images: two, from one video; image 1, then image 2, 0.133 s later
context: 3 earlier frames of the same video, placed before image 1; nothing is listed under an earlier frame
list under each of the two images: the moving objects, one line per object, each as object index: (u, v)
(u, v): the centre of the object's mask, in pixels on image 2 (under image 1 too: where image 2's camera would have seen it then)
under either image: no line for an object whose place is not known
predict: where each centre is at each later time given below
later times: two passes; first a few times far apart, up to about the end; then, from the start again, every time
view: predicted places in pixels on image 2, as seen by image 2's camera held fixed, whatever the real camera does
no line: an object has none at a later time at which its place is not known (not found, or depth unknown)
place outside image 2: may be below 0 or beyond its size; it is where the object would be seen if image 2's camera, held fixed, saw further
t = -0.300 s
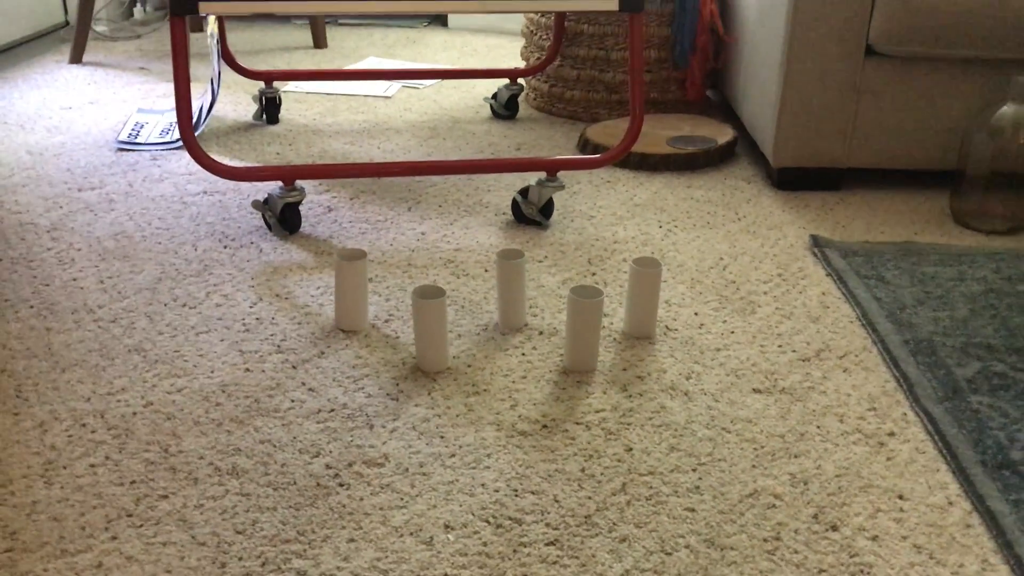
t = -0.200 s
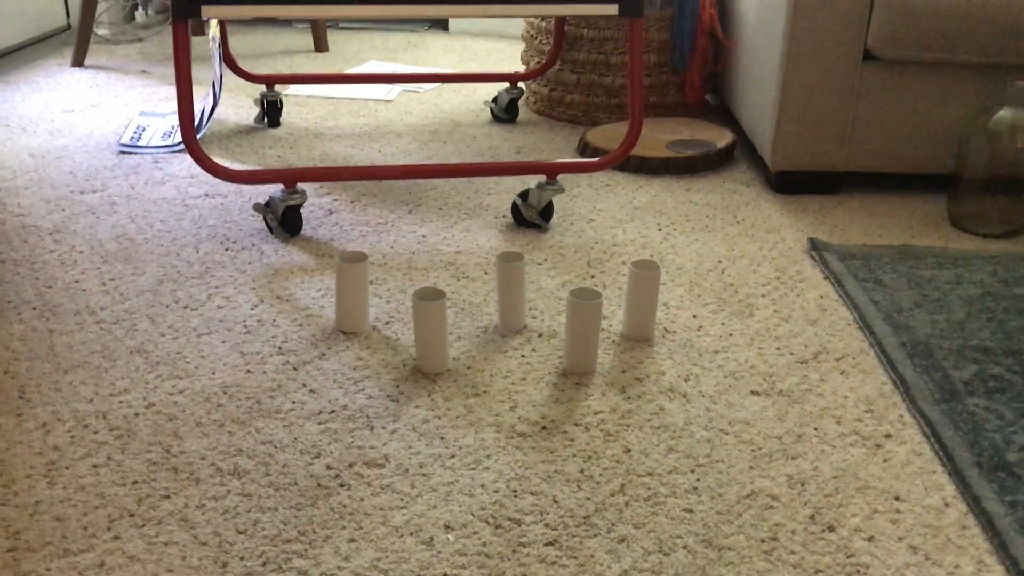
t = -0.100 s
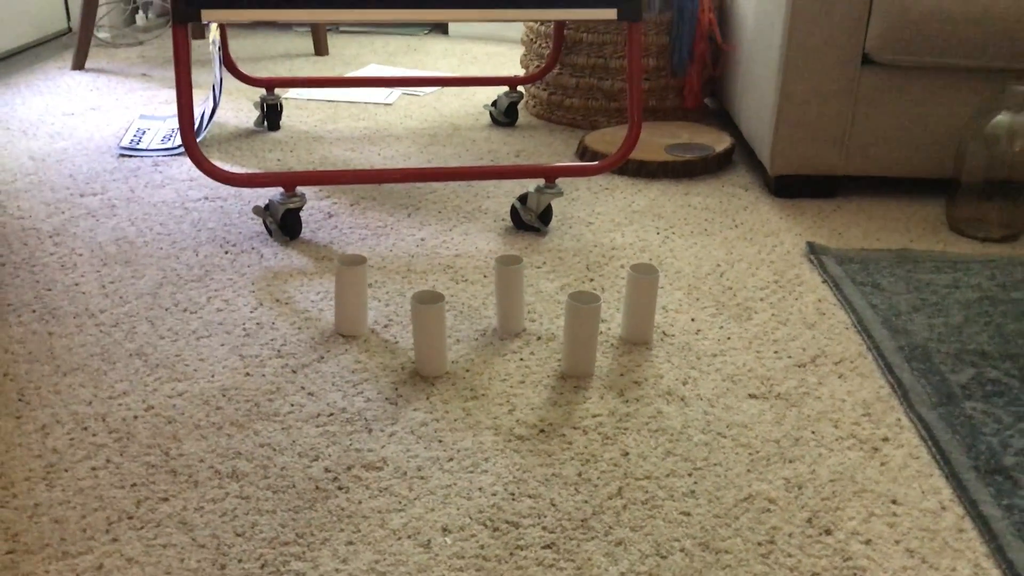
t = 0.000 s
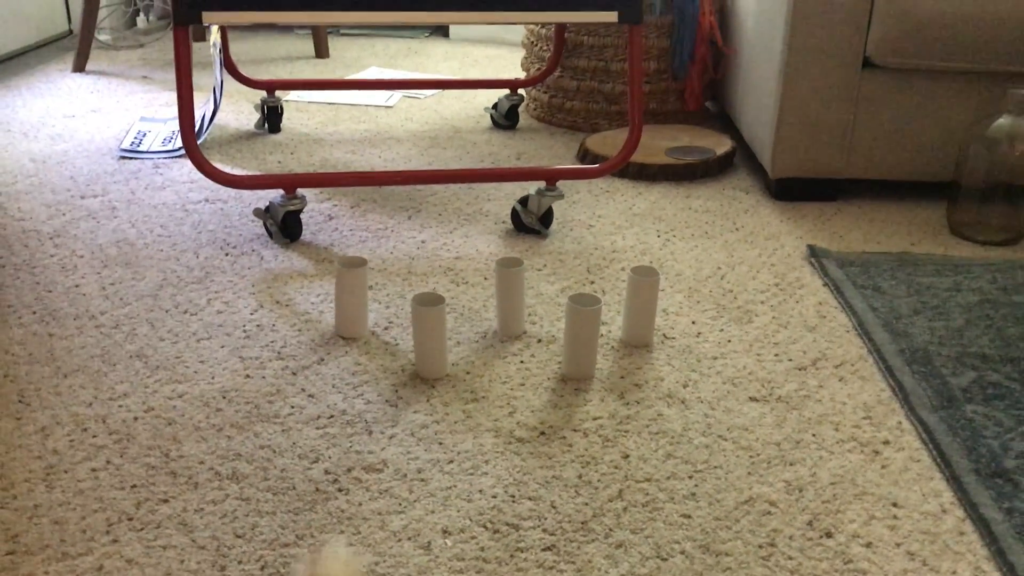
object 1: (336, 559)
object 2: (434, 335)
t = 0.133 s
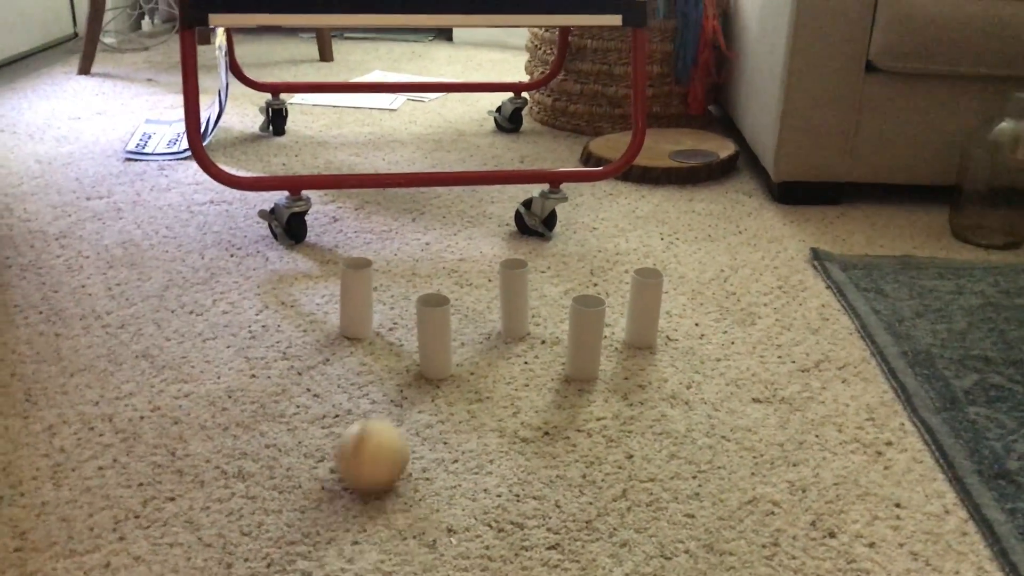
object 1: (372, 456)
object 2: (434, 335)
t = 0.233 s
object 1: (392, 377)
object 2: (435, 334)
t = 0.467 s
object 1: (423, 275)
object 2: (494, 323)
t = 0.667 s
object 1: (445, 221)
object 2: (503, 336)
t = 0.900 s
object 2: (503, 337)
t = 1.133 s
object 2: (503, 337)
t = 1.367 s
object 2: (502, 337)
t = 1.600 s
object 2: (502, 337)
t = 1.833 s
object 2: (502, 337)
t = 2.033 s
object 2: (502, 337)
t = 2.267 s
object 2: (502, 337)
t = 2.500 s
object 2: (502, 337)
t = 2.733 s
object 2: (502, 337)
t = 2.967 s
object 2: (502, 337)
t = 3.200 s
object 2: (502, 337)
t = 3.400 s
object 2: (503, 337)
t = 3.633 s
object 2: (503, 337)
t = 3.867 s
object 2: (502, 337)
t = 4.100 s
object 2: (502, 337)
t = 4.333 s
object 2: (502, 337)
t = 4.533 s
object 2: (503, 337)
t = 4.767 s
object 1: (480, 119)
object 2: (503, 337)
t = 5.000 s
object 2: (503, 337)
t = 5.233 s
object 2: (503, 337)
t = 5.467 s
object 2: (503, 337)
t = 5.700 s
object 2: (503, 337)
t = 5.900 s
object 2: (503, 337)
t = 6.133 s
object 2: (503, 338)
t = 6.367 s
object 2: (503, 338)
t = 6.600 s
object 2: (503, 337)
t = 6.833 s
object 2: (503, 338)
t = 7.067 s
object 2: (503, 338)
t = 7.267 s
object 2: (503, 338)
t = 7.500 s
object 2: (502, 338)
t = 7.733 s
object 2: (502, 338)
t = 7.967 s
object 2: (503, 338)
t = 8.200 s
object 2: (503, 338)
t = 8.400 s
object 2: (502, 338)
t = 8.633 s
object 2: (503, 338)
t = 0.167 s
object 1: (380, 429)
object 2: (434, 335)
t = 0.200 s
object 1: (387, 396)
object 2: (434, 335)
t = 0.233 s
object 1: (392, 377)
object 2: (435, 334)
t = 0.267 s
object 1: (398, 366)
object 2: (435, 332)
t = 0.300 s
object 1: (404, 345)
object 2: (453, 323)
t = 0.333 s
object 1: (407, 324)
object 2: (470, 318)
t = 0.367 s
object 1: (411, 314)
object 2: (479, 312)
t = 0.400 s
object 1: (415, 304)
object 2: (482, 317)
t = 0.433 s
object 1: (419, 287)
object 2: (485, 318)
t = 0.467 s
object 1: (423, 275)
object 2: (494, 323)
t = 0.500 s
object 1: (427, 269)
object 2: (500, 331)
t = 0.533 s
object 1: (431, 258)
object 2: (501, 328)
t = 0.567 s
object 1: (434, 245)
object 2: (503, 329)
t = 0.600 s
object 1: (437, 240)
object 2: (502, 334)
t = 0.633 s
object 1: (442, 229)
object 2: (502, 334)
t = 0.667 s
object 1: (445, 221)
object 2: (503, 336)
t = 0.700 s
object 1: (448, 216)
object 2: (503, 337)
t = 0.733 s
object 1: (450, 208)
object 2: (503, 338)
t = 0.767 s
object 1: (455, 203)
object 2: (503, 339)
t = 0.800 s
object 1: (456, 201)
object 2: (503, 339)
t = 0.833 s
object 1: (458, 196)
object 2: (503, 338)
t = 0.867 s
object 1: (462, 193)
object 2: (503, 338)
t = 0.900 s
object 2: (503, 337)
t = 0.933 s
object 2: (503, 336)
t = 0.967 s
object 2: (503, 336)
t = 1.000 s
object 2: (502, 336)
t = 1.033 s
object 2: (502, 336)
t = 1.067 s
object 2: (502, 336)
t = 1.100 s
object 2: (503, 337)
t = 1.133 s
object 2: (503, 337)
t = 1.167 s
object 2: (503, 337)
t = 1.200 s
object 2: (503, 337)
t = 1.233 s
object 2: (503, 337)
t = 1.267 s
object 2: (503, 337)
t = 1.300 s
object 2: (502, 337)
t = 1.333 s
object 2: (503, 337)
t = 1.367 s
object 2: (502, 337)
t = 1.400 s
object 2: (502, 337)
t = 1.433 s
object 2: (502, 337)
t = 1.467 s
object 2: (502, 337)
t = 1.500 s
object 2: (502, 337)
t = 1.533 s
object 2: (502, 337)
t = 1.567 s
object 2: (502, 337)
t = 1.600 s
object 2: (502, 337)
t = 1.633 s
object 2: (502, 337)
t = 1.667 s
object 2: (502, 337)
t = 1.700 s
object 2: (502, 337)
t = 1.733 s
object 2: (502, 337)
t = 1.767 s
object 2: (502, 337)
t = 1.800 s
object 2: (502, 337)
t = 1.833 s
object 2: (502, 337)
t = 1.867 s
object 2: (502, 337)
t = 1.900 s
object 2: (502, 337)
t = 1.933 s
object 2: (502, 337)
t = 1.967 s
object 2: (502, 337)
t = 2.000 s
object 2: (502, 337)
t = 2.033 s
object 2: (502, 337)
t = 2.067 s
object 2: (502, 337)
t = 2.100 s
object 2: (502, 337)
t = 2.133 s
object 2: (502, 337)
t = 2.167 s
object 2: (502, 337)
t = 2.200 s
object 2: (502, 337)
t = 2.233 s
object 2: (502, 337)
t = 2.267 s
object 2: (502, 337)
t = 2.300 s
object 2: (502, 337)
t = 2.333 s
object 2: (502, 337)
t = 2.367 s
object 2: (502, 337)
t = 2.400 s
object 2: (502, 337)
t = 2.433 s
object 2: (502, 337)
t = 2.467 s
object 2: (502, 337)
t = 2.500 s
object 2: (502, 337)
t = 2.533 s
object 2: (502, 337)
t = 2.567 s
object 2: (502, 337)
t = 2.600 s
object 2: (502, 337)
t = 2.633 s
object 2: (502, 337)
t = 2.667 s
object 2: (502, 337)
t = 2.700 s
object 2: (502, 337)
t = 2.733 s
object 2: (502, 337)
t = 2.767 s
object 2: (502, 337)
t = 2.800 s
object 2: (502, 337)
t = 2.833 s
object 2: (502, 337)
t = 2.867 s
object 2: (502, 337)
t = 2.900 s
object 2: (502, 337)
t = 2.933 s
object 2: (502, 337)
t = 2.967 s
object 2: (502, 337)
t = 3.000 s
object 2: (502, 337)
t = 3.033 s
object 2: (502, 337)
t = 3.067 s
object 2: (502, 337)
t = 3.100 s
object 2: (502, 337)
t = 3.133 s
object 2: (502, 337)
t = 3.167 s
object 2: (502, 337)
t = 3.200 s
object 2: (502, 337)
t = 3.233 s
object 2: (502, 337)
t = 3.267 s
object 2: (502, 337)
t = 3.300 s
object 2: (503, 337)
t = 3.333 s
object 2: (502, 337)
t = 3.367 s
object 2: (502, 337)
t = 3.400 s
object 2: (503, 337)
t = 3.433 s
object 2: (503, 337)
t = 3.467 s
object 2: (503, 337)
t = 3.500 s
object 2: (502, 337)
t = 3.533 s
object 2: (503, 337)
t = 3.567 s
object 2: (503, 337)
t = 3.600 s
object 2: (503, 337)
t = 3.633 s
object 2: (503, 337)
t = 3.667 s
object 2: (502, 337)
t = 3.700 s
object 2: (502, 337)
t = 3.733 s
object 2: (503, 337)
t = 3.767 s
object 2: (502, 337)
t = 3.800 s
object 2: (502, 337)
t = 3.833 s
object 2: (502, 337)
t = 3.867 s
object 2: (502, 337)
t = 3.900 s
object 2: (502, 337)
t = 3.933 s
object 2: (502, 337)
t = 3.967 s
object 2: (502, 337)
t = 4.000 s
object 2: (502, 337)
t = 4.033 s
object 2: (502, 337)
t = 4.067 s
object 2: (502, 337)
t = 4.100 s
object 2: (502, 337)
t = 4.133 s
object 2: (502, 337)
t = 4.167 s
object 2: (502, 337)
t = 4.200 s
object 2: (502, 337)
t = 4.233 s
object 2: (502, 337)
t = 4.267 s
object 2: (502, 337)
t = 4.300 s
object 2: (502, 337)
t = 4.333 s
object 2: (502, 337)
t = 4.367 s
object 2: (502, 337)
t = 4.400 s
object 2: (503, 337)
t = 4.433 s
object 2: (503, 337)
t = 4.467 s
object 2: (502, 337)
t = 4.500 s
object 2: (503, 337)
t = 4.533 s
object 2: (503, 337)
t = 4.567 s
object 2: (503, 337)
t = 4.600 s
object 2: (502, 337)
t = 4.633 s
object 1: (480, 120)
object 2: (502, 337)
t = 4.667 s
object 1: (480, 120)
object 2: (502, 337)
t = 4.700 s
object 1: (480, 120)
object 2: (503, 337)
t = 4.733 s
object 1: (480, 120)
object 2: (502, 337)
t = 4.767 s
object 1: (480, 119)
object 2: (503, 337)
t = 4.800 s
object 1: (480, 120)
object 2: (503, 337)
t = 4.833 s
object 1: (480, 120)
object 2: (503, 337)
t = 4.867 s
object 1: (480, 120)
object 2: (502, 338)
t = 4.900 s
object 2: (503, 337)
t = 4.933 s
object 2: (503, 337)
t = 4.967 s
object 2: (503, 338)
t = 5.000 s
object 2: (503, 337)
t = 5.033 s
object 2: (503, 337)
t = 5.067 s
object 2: (503, 337)
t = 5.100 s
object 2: (503, 337)
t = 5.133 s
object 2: (503, 337)
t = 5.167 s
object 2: (503, 337)
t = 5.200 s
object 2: (503, 337)
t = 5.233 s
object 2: (503, 337)
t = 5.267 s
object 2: (503, 337)
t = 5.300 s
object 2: (503, 337)
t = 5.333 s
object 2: (503, 337)
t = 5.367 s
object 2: (503, 337)
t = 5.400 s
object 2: (503, 337)
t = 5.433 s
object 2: (503, 337)
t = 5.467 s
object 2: (503, 337)
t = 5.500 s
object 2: (503, 337)
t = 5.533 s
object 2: (503, 337)
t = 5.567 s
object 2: (503, 337)
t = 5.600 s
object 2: (503, 337)
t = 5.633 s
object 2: (503, 338)
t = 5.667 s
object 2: (503, 337)
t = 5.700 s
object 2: (503, 337)
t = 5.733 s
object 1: (480, 119)
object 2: (503, 337)
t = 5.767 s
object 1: (480, 119)
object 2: (503, 337)
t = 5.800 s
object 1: (480, 119)
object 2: (503, 337)
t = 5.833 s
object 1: (480, 119)
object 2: (503, 337)
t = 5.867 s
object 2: (503, 337)
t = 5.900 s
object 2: (503, 337)
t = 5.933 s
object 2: (503, 337)
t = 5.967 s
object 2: (503, 338)
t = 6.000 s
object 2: (503, 337)
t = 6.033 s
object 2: (503, 338)
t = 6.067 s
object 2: (503, 338)
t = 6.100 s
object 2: (503, 338)
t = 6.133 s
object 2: (503, 338)
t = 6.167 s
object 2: (503, 338)
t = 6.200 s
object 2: (503, 338)
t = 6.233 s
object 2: (503, 338)
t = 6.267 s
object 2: (503, 338)
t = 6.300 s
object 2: (503, 338)
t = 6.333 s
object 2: (503, 338)
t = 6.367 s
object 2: (503, 338)
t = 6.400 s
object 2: (503, 338)
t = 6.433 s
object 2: (503, 338)
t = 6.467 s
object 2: (503, 338)
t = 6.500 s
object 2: (503, 338)
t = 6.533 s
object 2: (503, 337)
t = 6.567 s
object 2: (503, 338)
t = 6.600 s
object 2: (503, 337)
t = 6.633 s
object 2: (503, 338)
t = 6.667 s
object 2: (503, 338)
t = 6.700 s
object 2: (502, 338)
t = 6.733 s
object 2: (503, 338)
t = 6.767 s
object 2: (503, 338)
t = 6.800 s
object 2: (503, 338)
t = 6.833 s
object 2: (503, 338)
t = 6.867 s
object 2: (503, 338)
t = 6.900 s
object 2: (503, 338)
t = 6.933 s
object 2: (503, 338)
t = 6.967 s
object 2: (503, 338)
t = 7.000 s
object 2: (503, 338)
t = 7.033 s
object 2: (503, 338)
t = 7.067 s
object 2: (503, 338)
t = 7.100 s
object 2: (503, 338)
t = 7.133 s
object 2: (503, 338)
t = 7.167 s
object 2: (503, 338)
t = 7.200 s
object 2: (503, 338)
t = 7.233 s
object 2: (503, 338)
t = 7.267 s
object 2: (503, 338)
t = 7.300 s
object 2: (503, 338)
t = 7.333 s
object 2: (502, 338)
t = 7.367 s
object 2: (502, 338)
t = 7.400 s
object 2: (502, 338)
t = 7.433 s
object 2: (502, 338)
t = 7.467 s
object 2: (502, 338)
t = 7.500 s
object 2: (502, 338)
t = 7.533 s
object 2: (502, 338)
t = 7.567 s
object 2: (502, 338)
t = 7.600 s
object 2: (502, 338)
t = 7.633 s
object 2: (502, 338)
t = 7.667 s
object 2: (502, 338)
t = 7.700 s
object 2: (502, 338)
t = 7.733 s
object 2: (502, 338)
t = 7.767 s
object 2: (502, 338)
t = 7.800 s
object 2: (502, 338)
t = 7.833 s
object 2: (502, 338)
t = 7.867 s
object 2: (502, 338)
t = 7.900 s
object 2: (503, 338)
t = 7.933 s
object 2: (503, 338)
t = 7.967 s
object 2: (503, 338)
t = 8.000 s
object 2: (502, 338)
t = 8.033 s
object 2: (503, 338)
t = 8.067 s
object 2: (503, 338)
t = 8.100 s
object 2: (503, 338)
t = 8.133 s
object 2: (503, 338)
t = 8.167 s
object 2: (503, 338)
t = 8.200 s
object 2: (503, 338)
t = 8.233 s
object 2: (502, 338)
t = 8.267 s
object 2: (502, 338)
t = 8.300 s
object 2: (502, 338)
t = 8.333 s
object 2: (502, 338)
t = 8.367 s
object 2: (502, 338)
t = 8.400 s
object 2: (502, 338)
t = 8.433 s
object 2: (502, 338)
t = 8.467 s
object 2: (502, 338)
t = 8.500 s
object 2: (502, 338)
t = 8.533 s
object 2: (502, 338)
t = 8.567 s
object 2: (503, 338)
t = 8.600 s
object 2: (503, 338)
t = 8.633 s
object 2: (503, 338)
